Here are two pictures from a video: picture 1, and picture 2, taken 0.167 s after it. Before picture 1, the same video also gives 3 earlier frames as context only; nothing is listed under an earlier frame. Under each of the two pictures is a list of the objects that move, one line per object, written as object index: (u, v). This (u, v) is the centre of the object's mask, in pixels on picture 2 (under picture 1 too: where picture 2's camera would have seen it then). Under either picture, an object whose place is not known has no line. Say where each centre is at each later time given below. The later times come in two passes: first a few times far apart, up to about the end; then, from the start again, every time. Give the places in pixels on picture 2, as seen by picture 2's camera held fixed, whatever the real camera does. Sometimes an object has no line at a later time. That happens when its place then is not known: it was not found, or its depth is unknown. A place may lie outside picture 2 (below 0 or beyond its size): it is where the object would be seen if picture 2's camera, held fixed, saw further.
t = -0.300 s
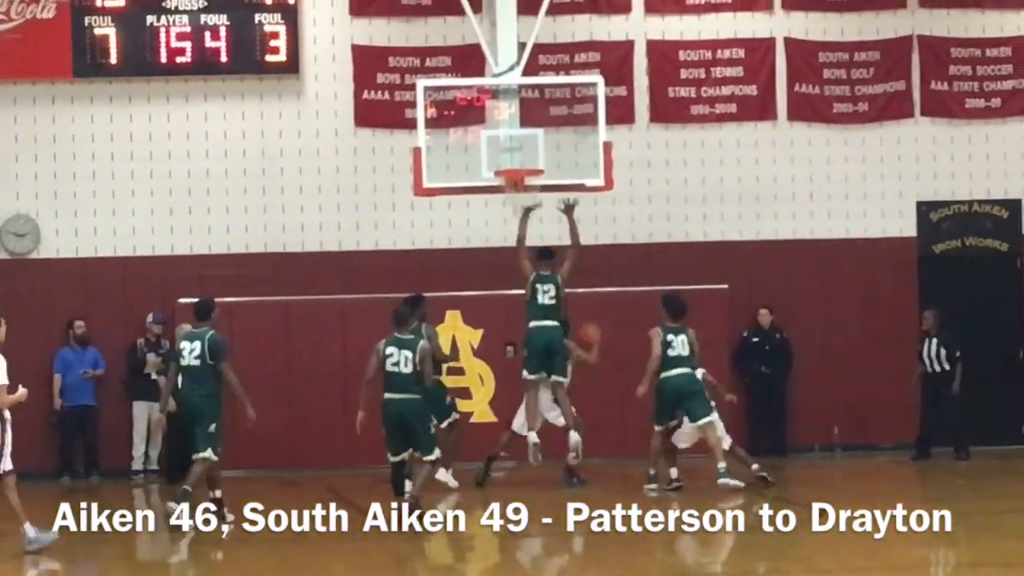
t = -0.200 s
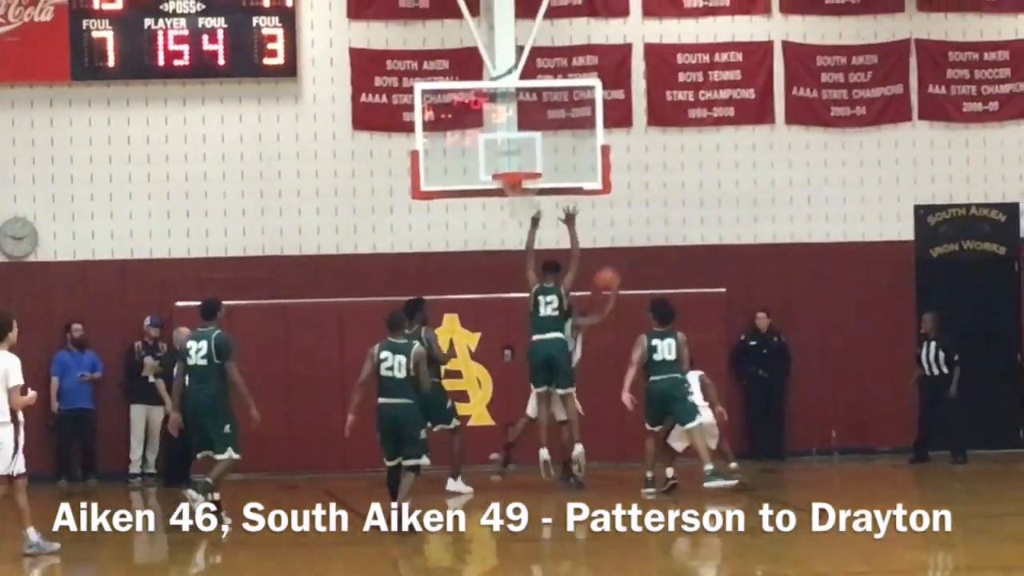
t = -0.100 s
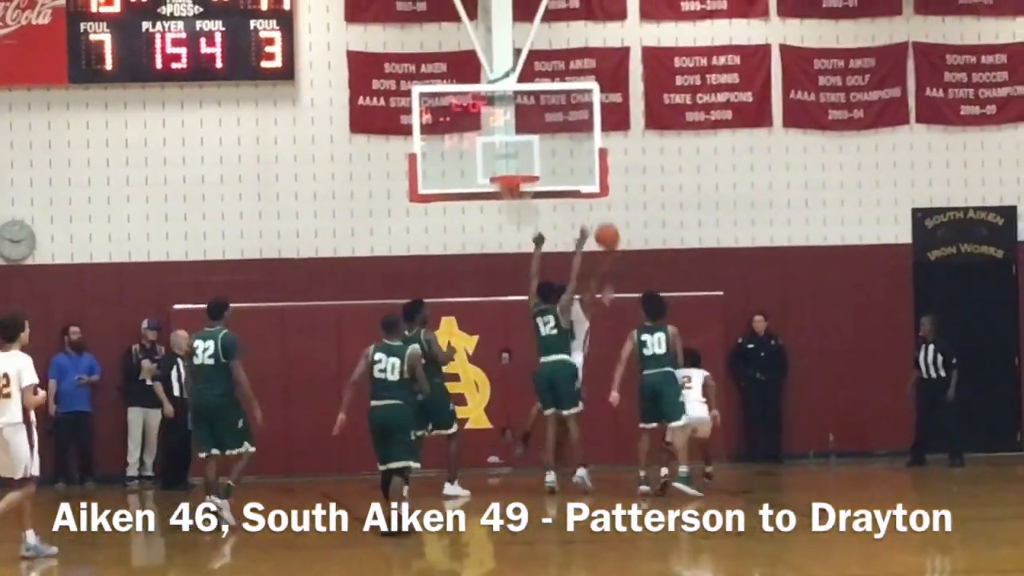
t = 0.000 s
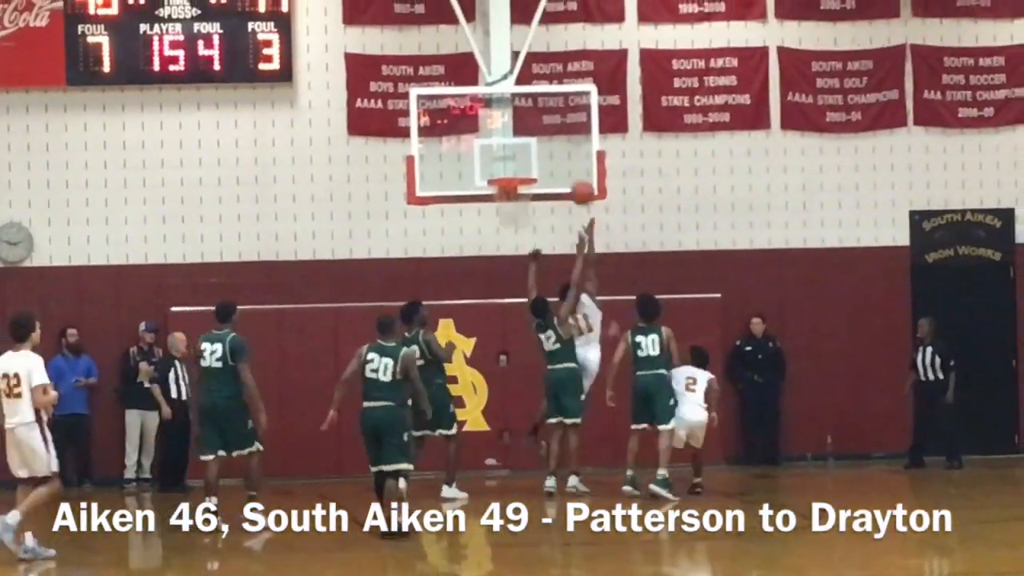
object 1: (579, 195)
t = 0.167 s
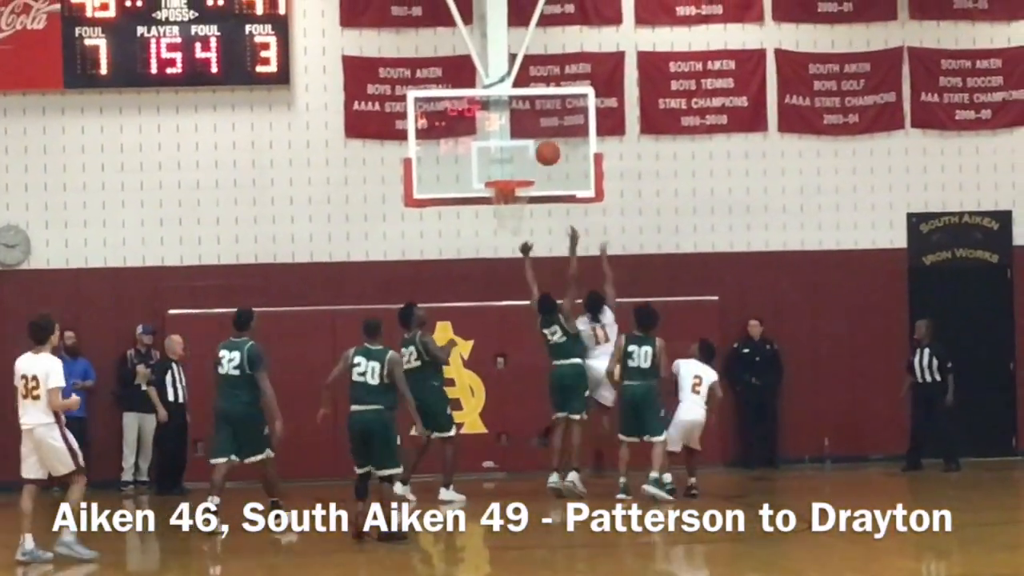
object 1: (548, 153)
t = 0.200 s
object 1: (544, 151)
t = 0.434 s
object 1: (523, 170)
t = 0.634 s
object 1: (510, 170)
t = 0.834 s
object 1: (498, 212)
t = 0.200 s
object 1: (544, 151)
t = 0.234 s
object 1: (541, 151)
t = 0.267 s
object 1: (538, 152)
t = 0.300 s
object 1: (535, 153)
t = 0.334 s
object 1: (532, 156)
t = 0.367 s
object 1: (529, 161)
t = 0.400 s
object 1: (526, 166)
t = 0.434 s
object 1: (523, 170)
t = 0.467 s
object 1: (521, 167)
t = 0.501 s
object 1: (518, 166)
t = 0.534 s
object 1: (516, 166)
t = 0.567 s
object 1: (514, 167)
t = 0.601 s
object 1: (512, 169)
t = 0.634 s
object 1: (510, 170)
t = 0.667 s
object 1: (507, 174)
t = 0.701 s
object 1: (506, 179)
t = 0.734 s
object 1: (505, 189)
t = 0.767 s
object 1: (503, 194)
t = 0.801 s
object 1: (499, 205)
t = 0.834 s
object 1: (498, 212)
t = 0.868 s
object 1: (499, 215)
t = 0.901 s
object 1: (498, 221)
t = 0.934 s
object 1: (499, 227)
